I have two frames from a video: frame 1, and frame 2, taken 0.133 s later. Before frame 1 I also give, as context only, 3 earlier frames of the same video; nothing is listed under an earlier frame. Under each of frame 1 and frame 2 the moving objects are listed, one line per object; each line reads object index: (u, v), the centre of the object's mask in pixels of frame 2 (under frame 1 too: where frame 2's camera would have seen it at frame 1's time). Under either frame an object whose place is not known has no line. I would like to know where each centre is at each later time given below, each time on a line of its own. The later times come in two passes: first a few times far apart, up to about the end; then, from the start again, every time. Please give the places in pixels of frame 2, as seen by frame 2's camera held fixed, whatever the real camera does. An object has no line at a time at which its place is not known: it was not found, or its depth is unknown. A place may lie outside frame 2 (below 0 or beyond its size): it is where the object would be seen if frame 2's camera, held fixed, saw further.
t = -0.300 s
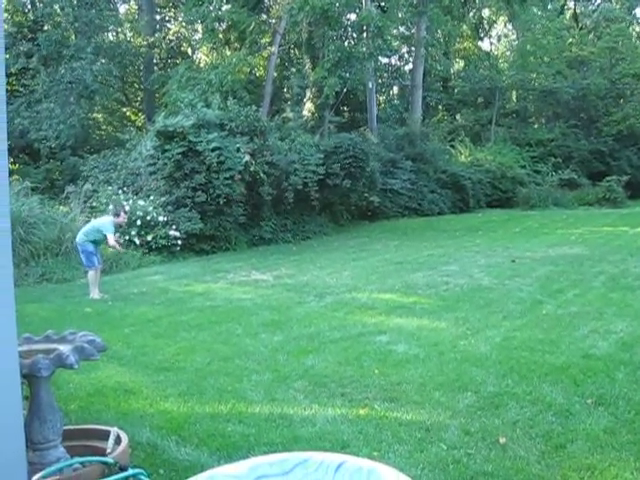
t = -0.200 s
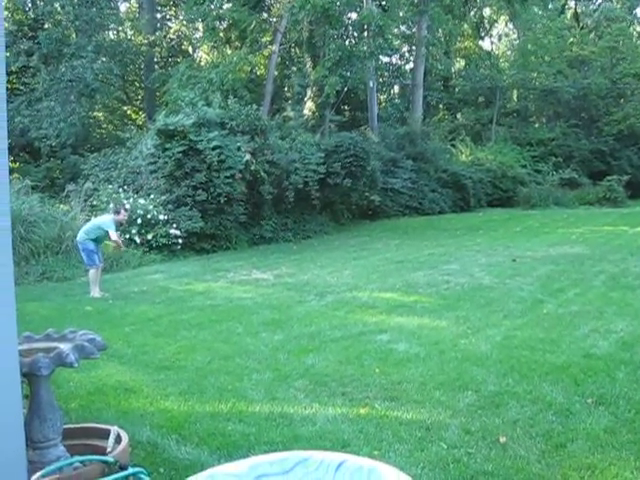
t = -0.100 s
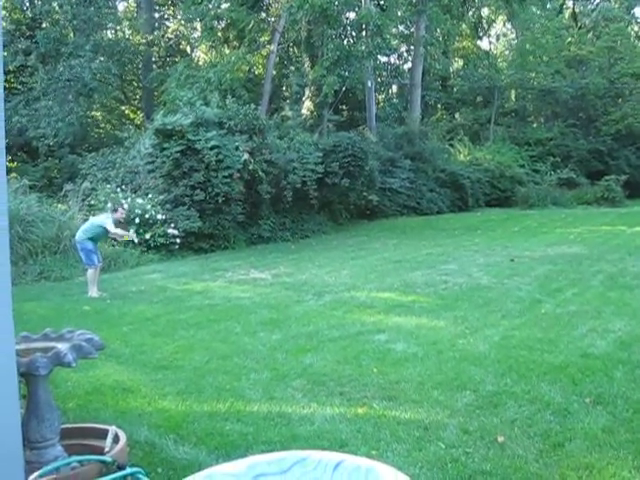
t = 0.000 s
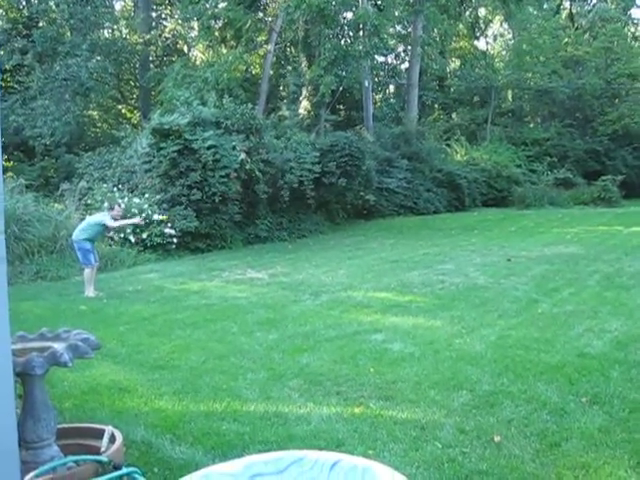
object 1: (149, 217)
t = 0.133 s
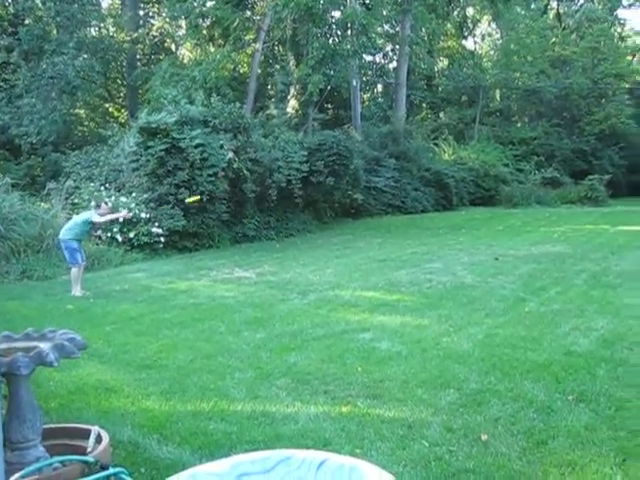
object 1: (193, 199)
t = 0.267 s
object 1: (239, 190)
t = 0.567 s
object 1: (349, 181)
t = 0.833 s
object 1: (449, 184)
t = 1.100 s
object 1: (552, 198)
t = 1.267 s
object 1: (616, 211)
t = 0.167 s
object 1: (204, 196)
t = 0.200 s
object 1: (215, 194)
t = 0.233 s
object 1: (227, 192)
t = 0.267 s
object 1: (239, 190)
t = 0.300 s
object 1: (251, 188)
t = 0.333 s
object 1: (263, 187)
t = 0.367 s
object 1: (275, 185)
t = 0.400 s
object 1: (287, 184)
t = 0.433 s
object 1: (299, 184)
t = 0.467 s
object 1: (312, 183)
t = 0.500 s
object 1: (324, 182)
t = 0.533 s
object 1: (337, 182)
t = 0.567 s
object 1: (349, 181)
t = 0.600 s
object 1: (361, 181)
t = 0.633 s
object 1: (374, 181)
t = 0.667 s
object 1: (386, 181)
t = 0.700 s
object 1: (398, 182)
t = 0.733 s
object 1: (411, 182)
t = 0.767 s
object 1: (423, 183)
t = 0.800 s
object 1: (437, 183)
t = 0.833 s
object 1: (449, 184)
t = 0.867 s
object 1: (462, 185)
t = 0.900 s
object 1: (475, 186)
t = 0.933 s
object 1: (488, 188)
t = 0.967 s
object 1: (500, 190)
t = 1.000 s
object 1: (513, 191)
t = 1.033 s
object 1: (526, 193)
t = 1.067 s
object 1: (539, 195)
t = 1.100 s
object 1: (552, 198)
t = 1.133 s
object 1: (565, 200)
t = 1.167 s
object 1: (577, 202)
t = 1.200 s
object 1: (591, 205)
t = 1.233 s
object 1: (603, 208)
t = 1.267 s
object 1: (616, 211)
